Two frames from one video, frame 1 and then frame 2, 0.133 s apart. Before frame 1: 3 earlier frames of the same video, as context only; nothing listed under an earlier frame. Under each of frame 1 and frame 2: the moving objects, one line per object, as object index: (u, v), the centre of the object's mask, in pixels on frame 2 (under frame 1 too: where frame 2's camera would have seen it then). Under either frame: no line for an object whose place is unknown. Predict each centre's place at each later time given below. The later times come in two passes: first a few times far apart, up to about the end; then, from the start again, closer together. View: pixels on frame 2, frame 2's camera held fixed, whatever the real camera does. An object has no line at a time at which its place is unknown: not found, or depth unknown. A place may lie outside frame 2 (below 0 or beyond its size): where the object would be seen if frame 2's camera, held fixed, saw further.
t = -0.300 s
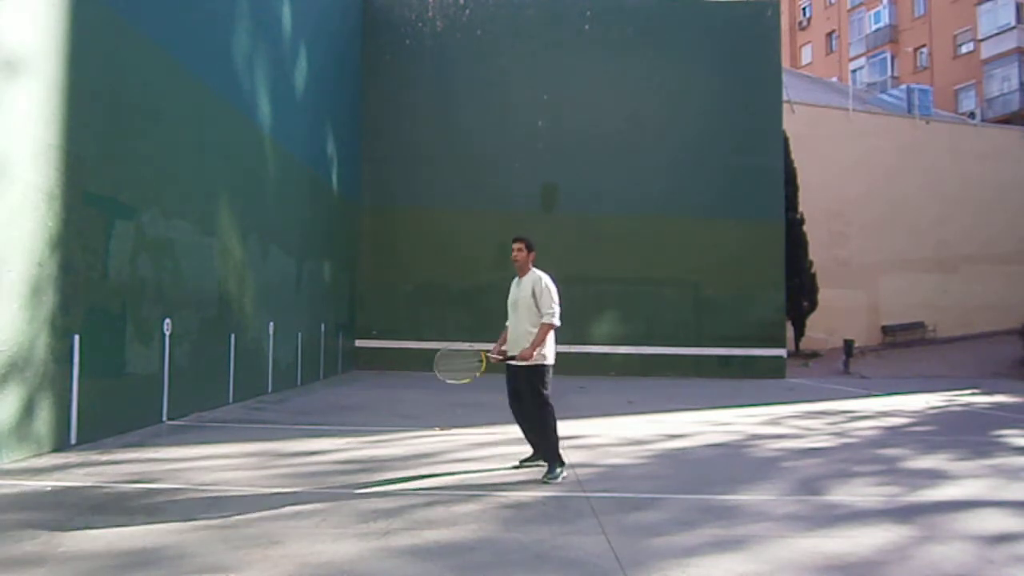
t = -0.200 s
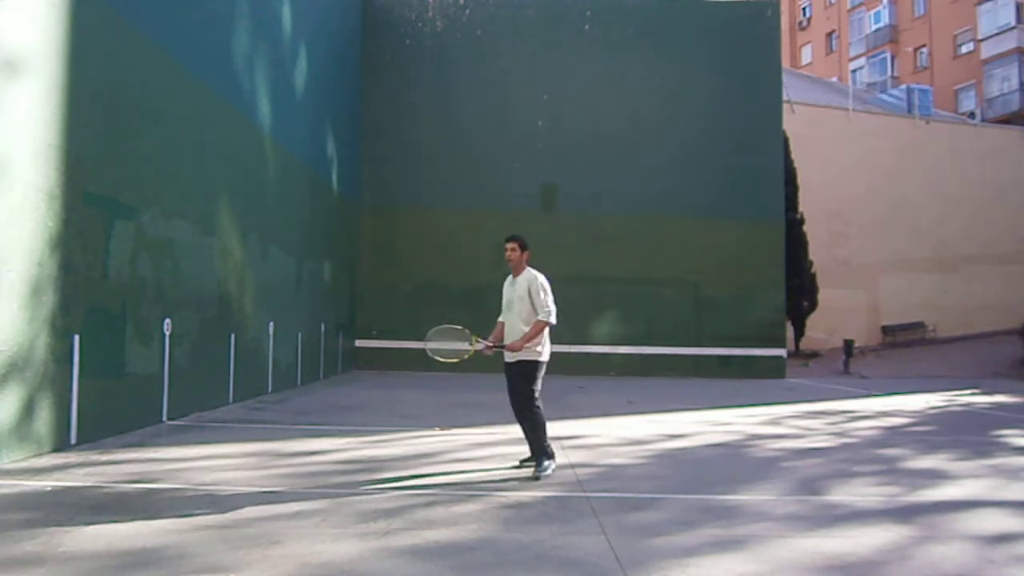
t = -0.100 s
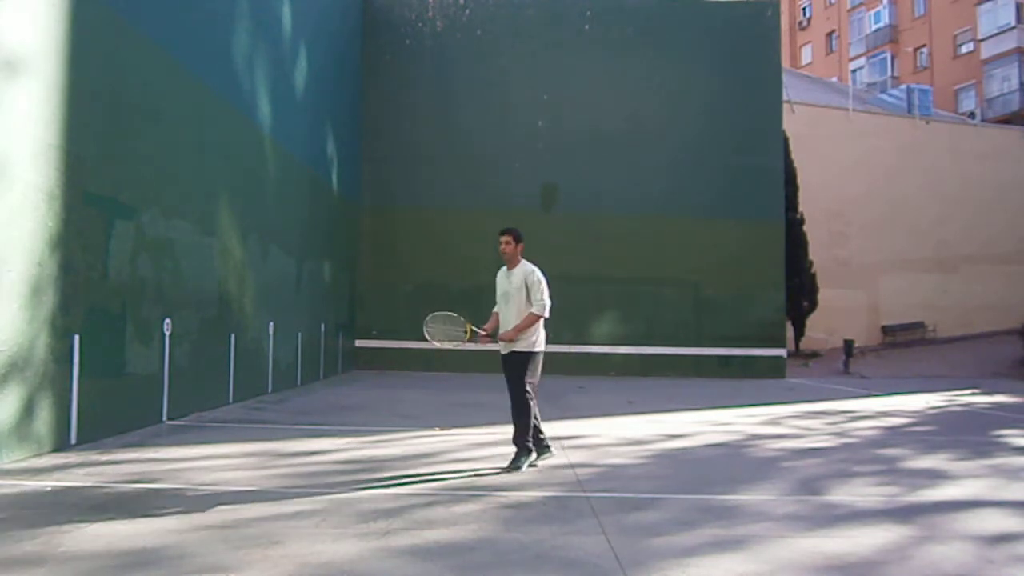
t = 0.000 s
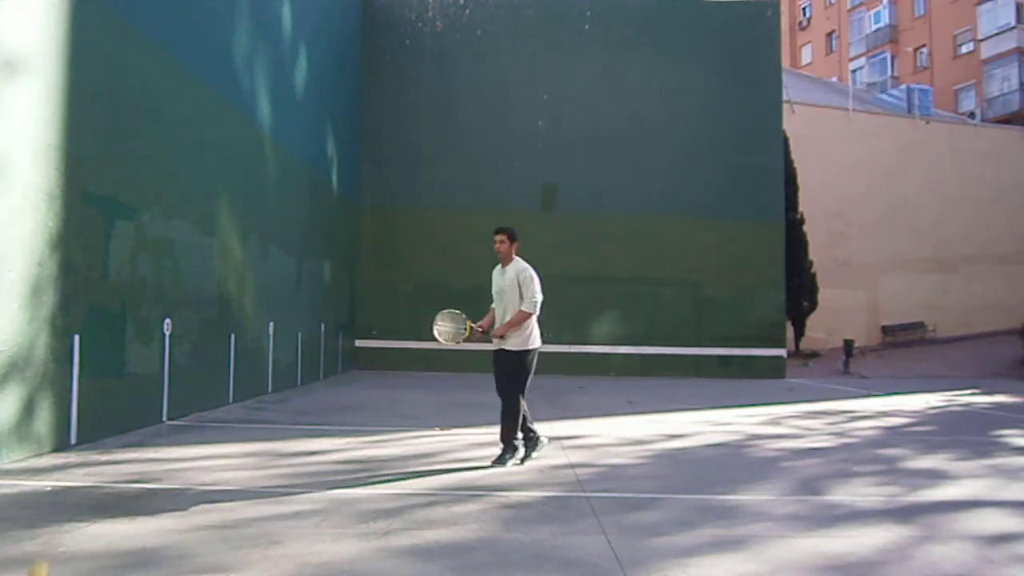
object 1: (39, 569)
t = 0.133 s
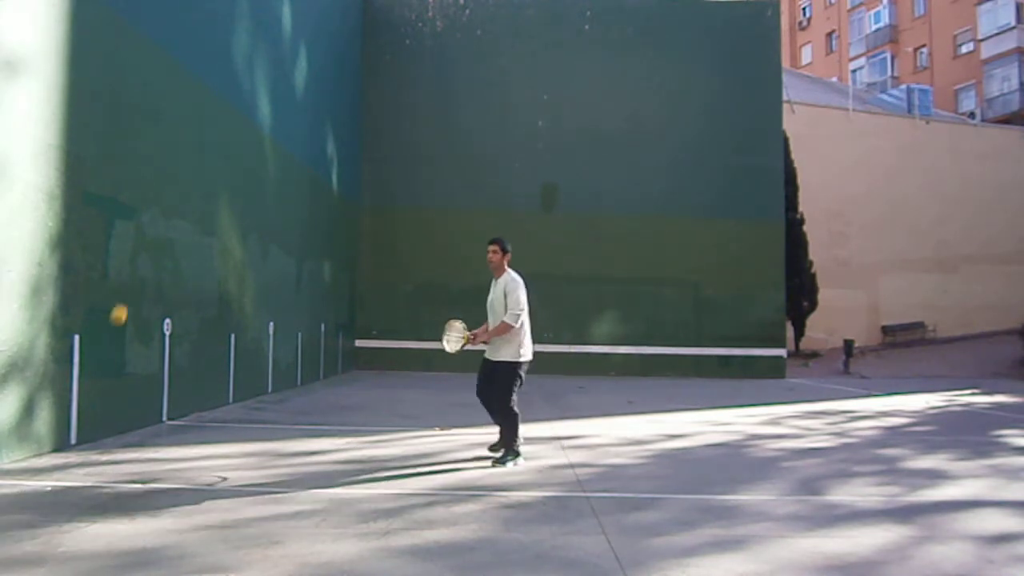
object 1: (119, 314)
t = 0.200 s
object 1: (149, 236)
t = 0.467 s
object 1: (225, 104)
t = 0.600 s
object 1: (249, 102)
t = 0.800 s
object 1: (274, 142)
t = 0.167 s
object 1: (135, 272)
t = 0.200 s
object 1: (149, 236)
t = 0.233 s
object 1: (162, 206)
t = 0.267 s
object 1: (173, 181)
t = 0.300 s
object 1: (184, 160)
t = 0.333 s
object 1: (194, 142)
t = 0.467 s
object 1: (225, 104)
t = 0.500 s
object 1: (232, 101)
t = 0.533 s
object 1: (238, 99)
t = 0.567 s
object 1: (243, 100)
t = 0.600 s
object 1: (249, 102)
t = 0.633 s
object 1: (253, 106)
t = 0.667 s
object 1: (258, 110)
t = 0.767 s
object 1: (270, 133)
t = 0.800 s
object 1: (274, 142)
